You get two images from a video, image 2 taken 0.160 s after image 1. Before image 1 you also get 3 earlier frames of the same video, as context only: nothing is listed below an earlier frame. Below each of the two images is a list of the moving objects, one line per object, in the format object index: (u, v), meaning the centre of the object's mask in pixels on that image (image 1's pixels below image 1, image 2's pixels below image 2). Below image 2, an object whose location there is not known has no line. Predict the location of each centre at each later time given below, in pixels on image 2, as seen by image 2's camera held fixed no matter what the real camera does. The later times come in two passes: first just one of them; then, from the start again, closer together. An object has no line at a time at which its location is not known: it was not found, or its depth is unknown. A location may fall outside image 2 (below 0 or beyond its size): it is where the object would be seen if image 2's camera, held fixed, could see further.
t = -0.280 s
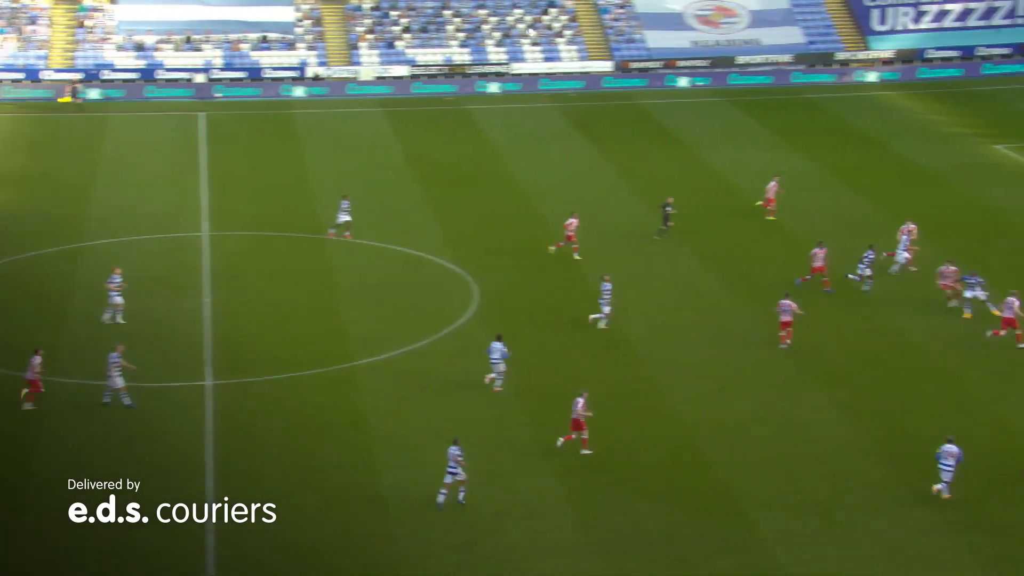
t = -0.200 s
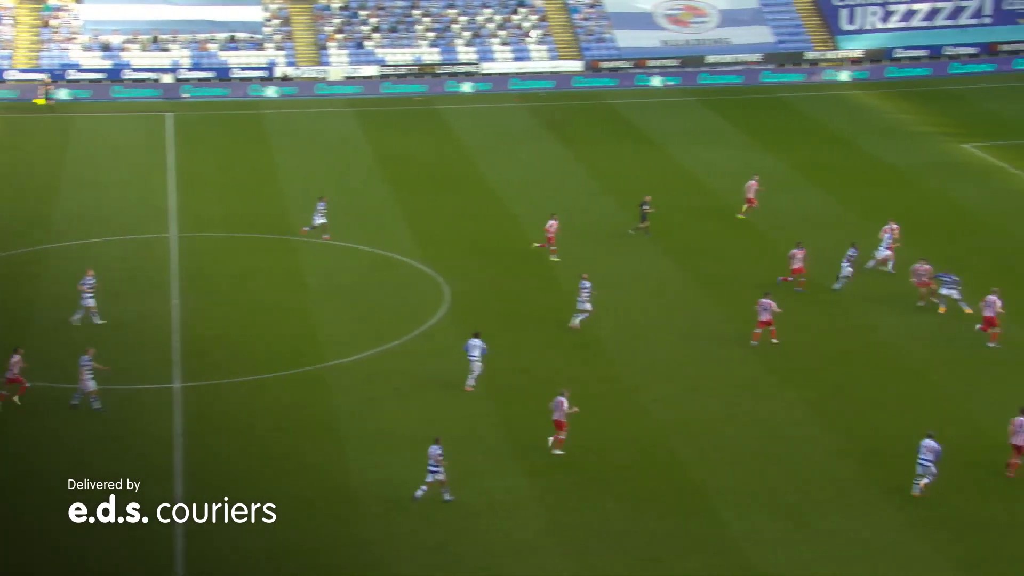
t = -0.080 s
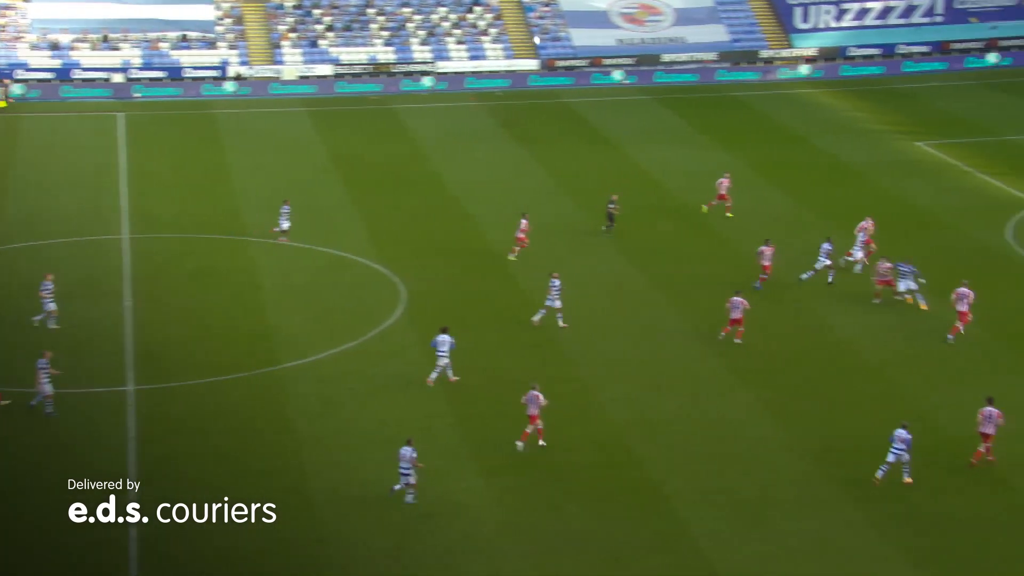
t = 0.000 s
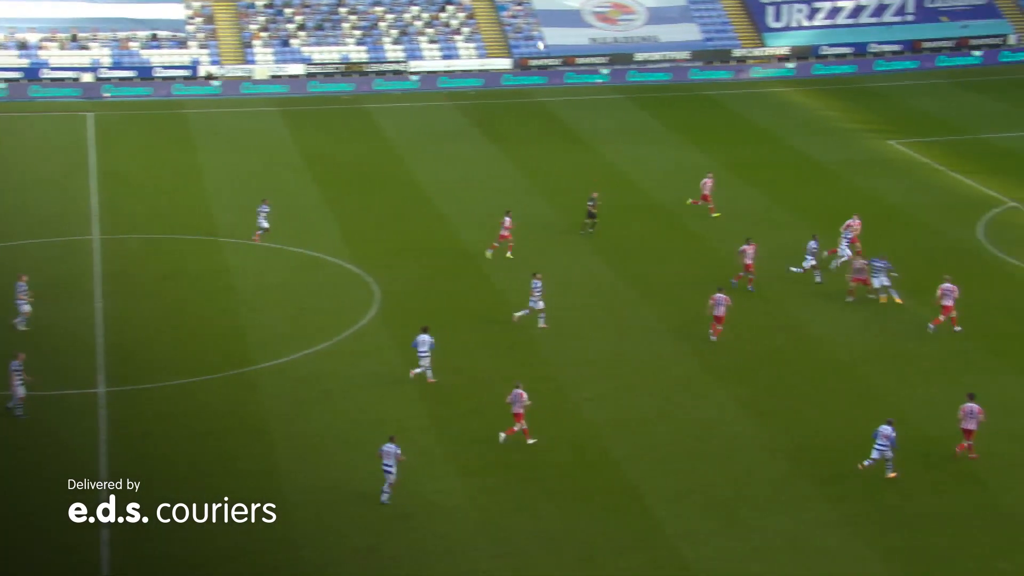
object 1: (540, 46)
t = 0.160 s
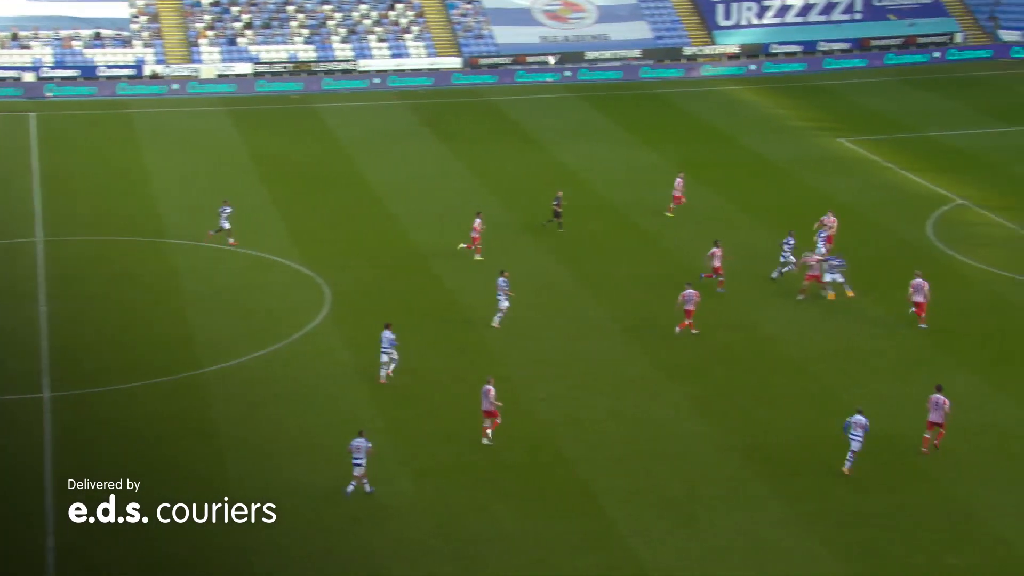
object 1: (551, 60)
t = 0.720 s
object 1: (738, 153)
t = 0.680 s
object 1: (725, 144)
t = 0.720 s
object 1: (738, 153)
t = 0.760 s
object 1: (750, 161)
